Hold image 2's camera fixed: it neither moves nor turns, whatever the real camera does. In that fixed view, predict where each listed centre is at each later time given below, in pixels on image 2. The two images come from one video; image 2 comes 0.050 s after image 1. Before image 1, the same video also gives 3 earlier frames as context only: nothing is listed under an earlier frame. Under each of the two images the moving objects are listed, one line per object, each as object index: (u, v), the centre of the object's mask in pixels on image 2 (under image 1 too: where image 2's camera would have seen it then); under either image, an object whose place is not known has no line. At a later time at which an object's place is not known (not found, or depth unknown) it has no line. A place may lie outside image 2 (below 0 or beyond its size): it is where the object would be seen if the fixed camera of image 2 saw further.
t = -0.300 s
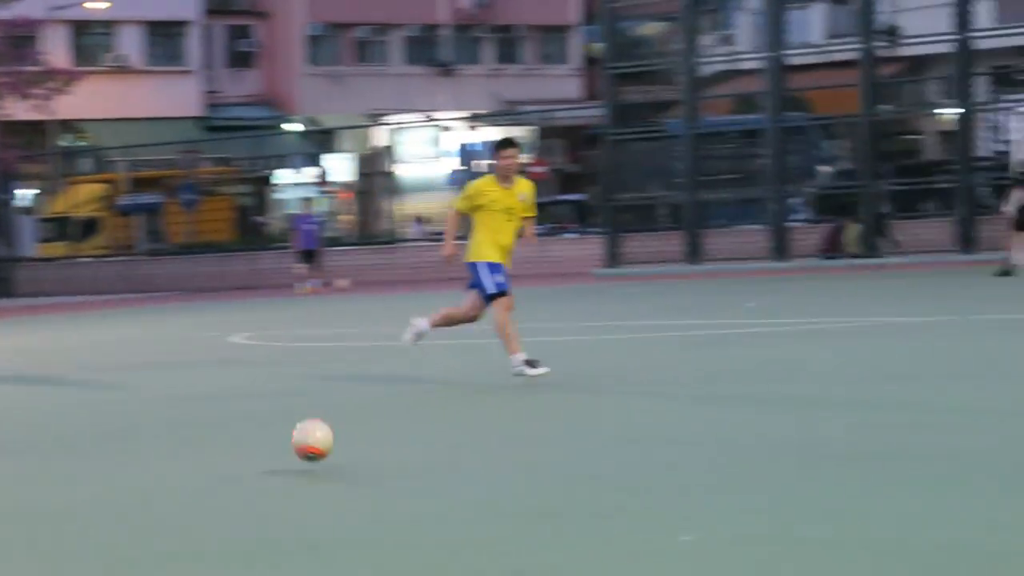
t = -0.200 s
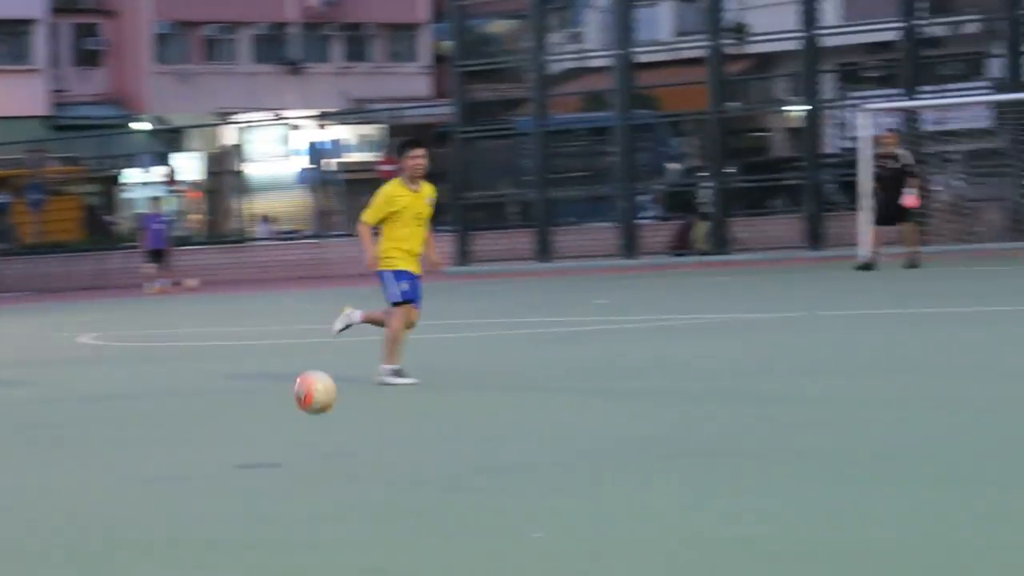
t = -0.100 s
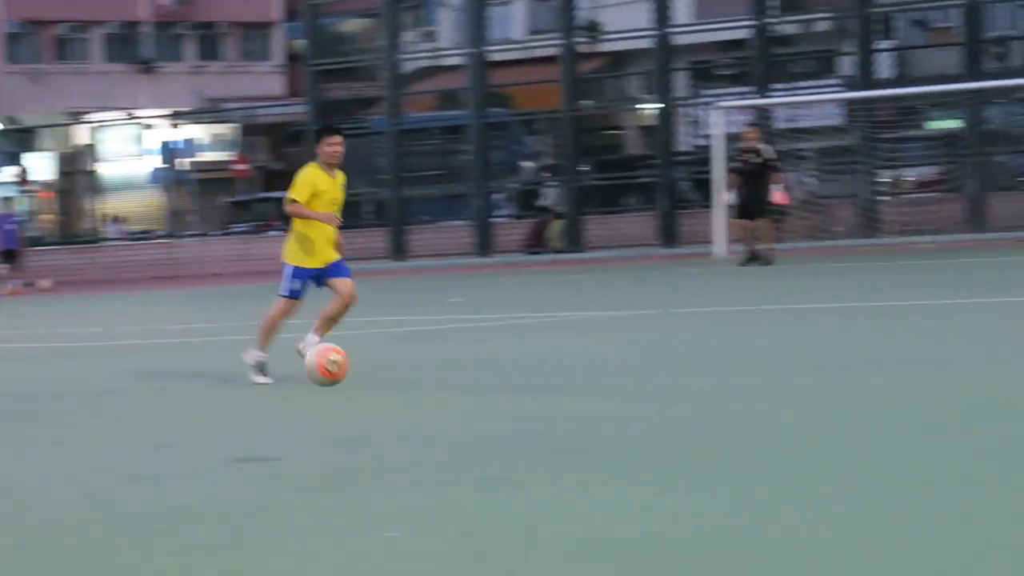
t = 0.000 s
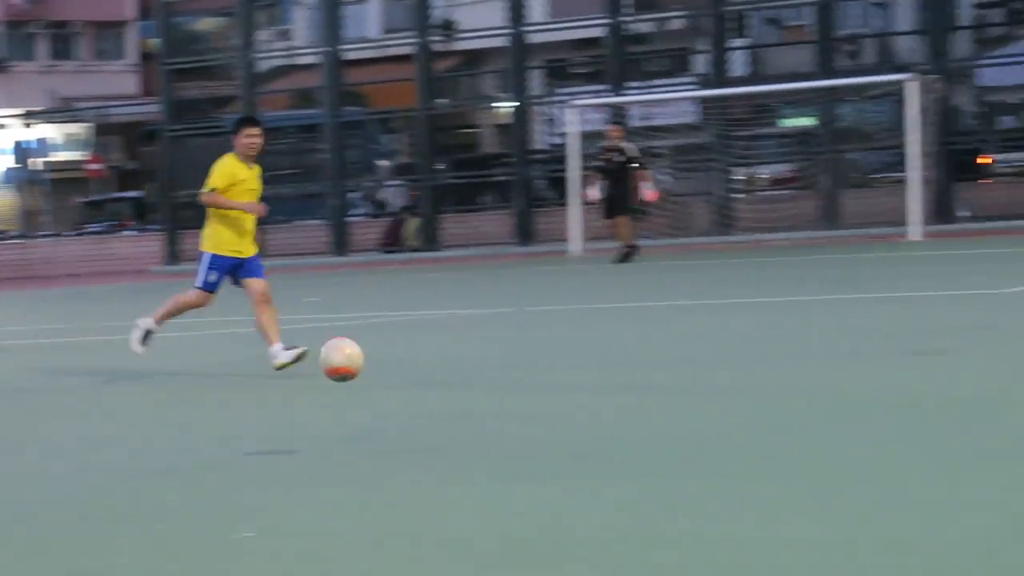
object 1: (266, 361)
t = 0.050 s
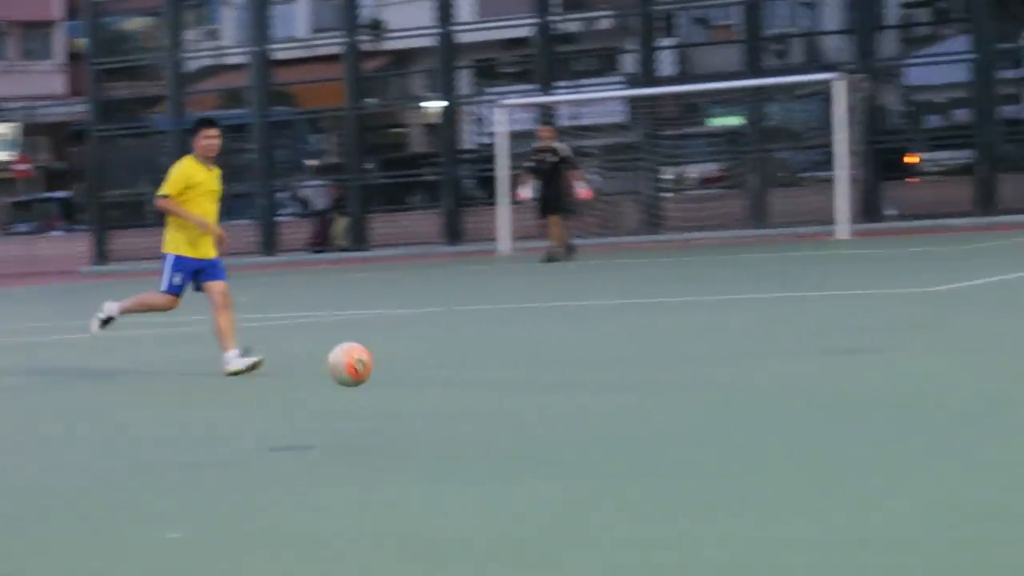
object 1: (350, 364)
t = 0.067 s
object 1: (378, 367)
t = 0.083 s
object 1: (405, 371)
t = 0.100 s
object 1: (430, 374)
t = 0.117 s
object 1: (457, 378)
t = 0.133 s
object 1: (485, 383)
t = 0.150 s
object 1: (512, 388)
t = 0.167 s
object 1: (538, 394)
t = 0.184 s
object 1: (563, 400)
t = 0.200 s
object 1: (590, 406)
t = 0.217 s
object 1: (619, 397)
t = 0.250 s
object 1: (671, 381)
